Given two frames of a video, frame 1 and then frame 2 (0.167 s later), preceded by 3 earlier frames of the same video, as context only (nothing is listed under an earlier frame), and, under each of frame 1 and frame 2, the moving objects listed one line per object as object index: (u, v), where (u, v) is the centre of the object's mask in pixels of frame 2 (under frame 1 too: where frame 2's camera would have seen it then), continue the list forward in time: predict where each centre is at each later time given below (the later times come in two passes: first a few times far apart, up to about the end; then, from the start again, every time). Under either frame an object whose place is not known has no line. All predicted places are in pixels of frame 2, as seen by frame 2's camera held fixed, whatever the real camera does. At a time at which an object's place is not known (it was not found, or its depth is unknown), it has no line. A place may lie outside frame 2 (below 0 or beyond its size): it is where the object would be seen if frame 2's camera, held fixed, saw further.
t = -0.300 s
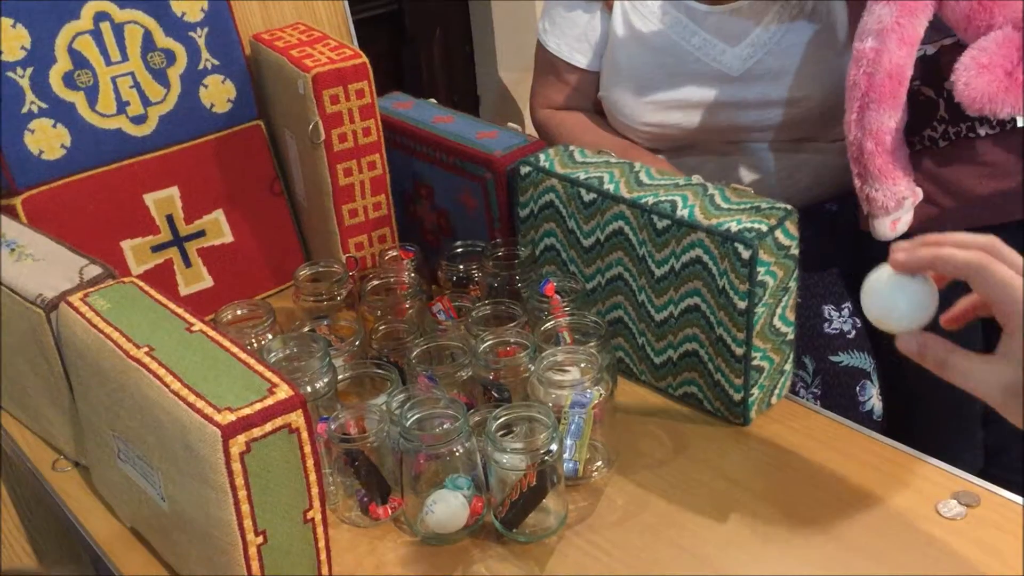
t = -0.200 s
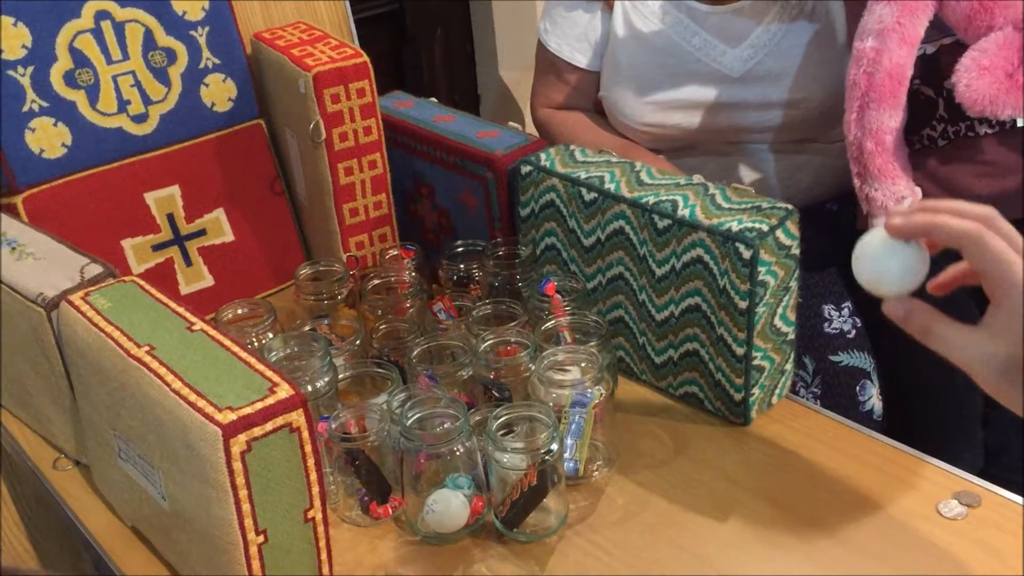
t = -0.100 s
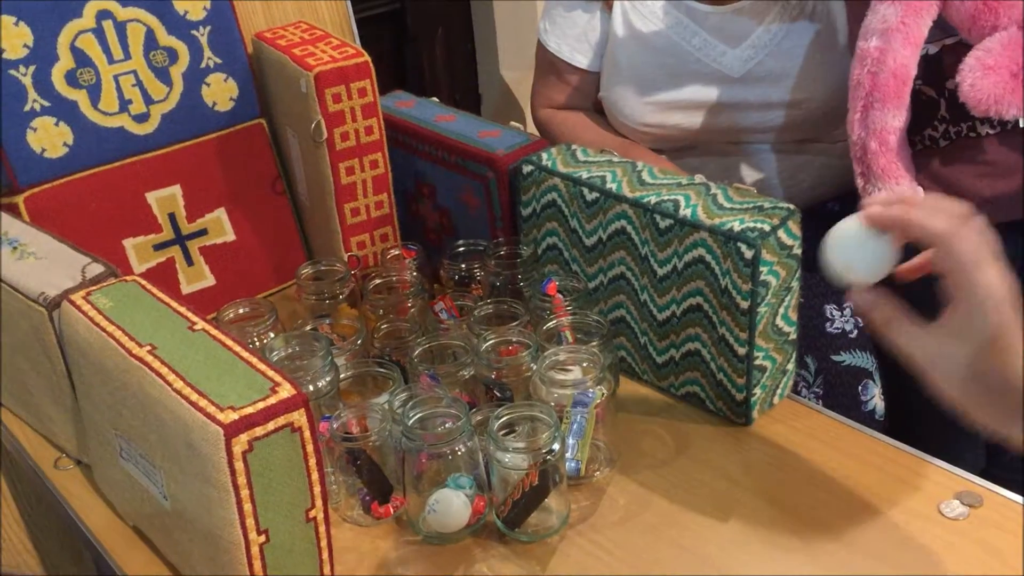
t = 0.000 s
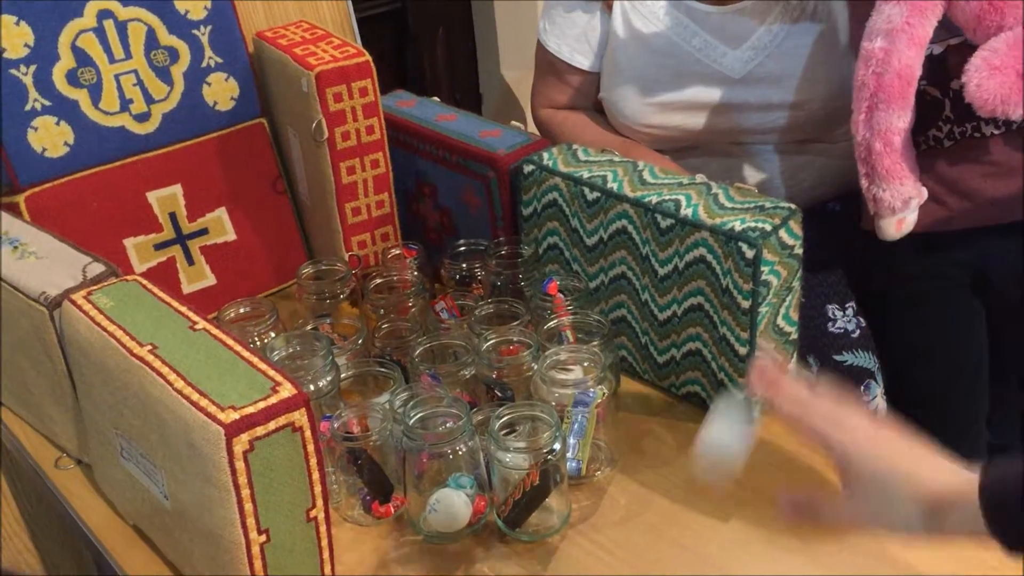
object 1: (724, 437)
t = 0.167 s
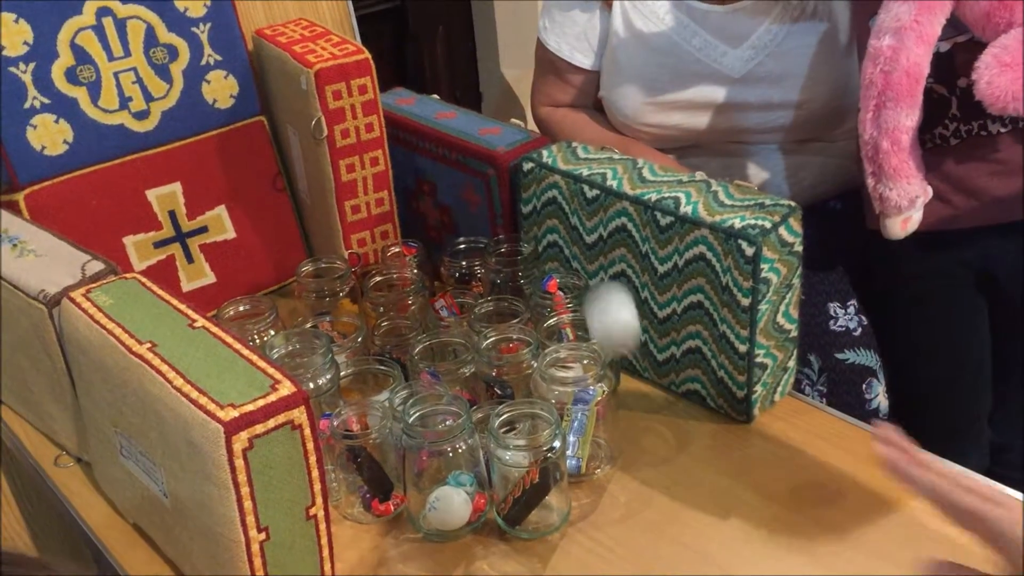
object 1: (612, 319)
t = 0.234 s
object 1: (577, 224)
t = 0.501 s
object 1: (489, 321)
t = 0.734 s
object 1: (503, 159)
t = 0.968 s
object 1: (447, 189)
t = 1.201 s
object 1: (397, 209)
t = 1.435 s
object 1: (427, 242)
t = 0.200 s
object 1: (595, 267)
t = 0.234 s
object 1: (577, 224)
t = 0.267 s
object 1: (561, 195)
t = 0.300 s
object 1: (546, 178)
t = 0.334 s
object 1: (532, 174)
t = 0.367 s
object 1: (520, 183)
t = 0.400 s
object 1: (509, 203)
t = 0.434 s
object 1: (500, 235)
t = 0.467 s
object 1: (494, 274)
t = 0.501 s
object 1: (489, 321)
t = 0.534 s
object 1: (488, 286)
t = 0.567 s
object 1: (489, 239)
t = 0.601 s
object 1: (489, 202)
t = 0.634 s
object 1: (492, 176)
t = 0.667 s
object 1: (495, 160)
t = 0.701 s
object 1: (498, 155)
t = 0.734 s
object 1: (503, 159)
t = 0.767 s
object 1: (501, 171)
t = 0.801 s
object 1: (482, 189)
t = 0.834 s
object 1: (464, 216)
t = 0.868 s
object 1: (455, 228)
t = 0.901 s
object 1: (464, 198)
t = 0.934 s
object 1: (459, 186)
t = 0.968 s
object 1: (447, 189)
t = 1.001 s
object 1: (436, 201)
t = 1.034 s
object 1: (426, 221)
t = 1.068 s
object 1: (417, 224)
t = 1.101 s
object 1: (410, 208)
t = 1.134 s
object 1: (405, 200)
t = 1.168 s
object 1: (400, 200)
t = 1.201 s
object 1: (397, 209)
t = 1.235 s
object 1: (394, 227)
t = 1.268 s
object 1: (397, 229)
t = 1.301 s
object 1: (404, 217)
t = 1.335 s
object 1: (412, 213)
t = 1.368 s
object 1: (421, 216)
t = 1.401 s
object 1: (428, 228)
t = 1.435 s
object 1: (427, 242)
